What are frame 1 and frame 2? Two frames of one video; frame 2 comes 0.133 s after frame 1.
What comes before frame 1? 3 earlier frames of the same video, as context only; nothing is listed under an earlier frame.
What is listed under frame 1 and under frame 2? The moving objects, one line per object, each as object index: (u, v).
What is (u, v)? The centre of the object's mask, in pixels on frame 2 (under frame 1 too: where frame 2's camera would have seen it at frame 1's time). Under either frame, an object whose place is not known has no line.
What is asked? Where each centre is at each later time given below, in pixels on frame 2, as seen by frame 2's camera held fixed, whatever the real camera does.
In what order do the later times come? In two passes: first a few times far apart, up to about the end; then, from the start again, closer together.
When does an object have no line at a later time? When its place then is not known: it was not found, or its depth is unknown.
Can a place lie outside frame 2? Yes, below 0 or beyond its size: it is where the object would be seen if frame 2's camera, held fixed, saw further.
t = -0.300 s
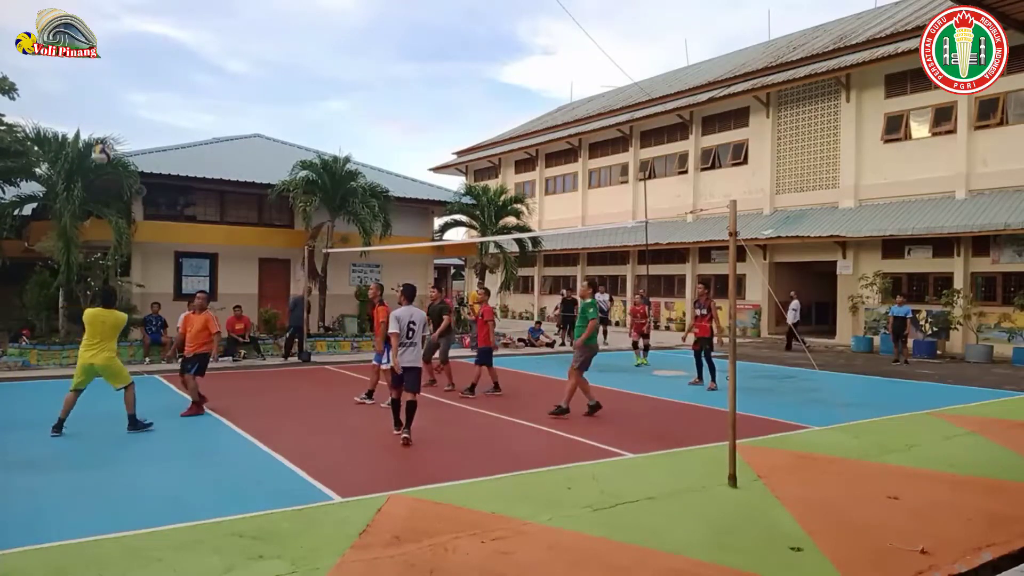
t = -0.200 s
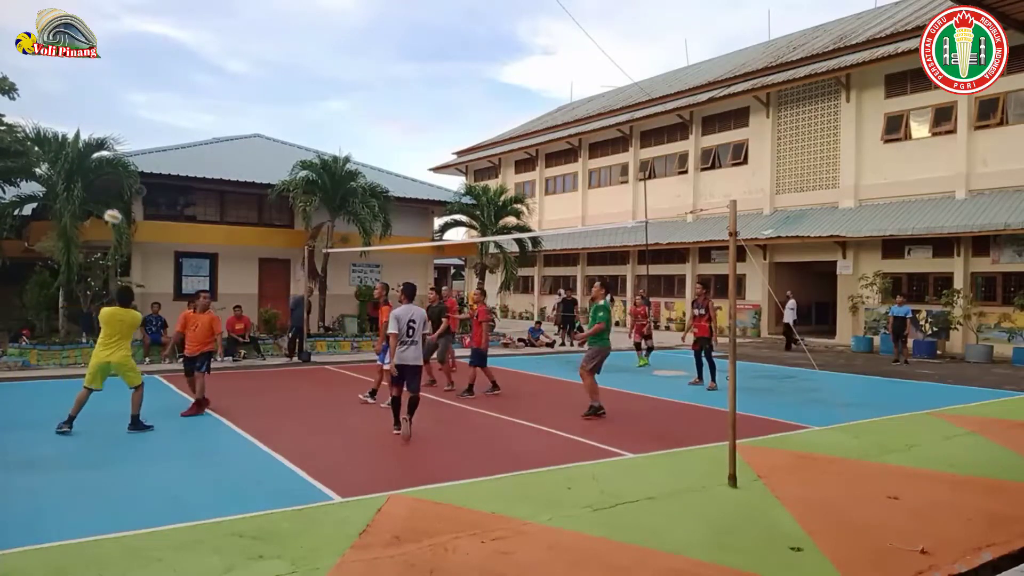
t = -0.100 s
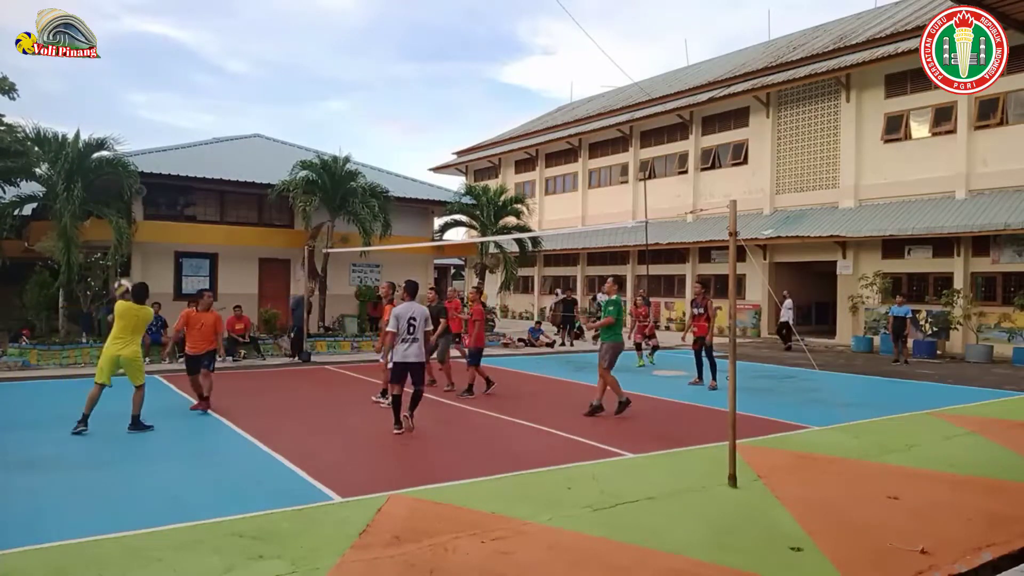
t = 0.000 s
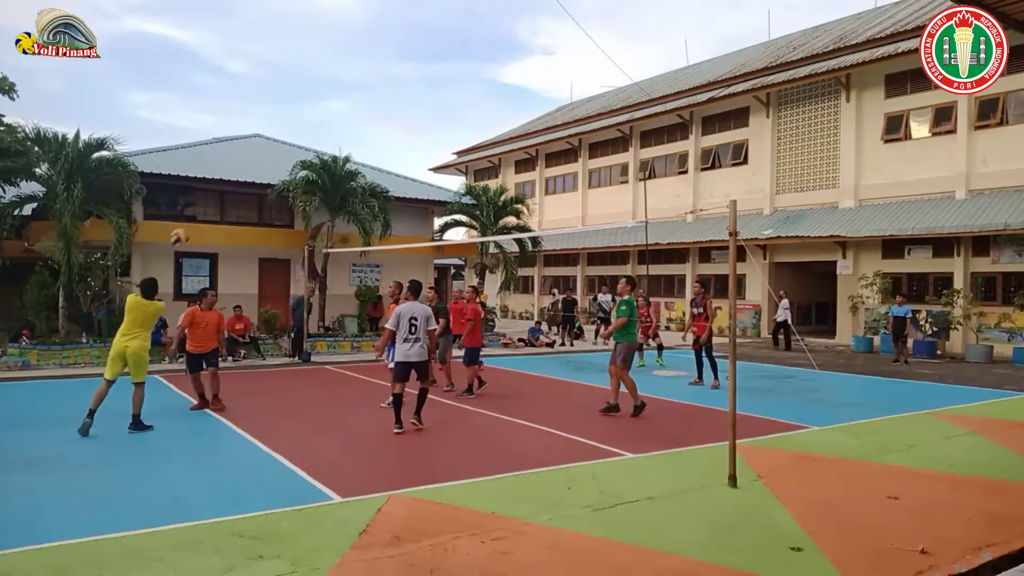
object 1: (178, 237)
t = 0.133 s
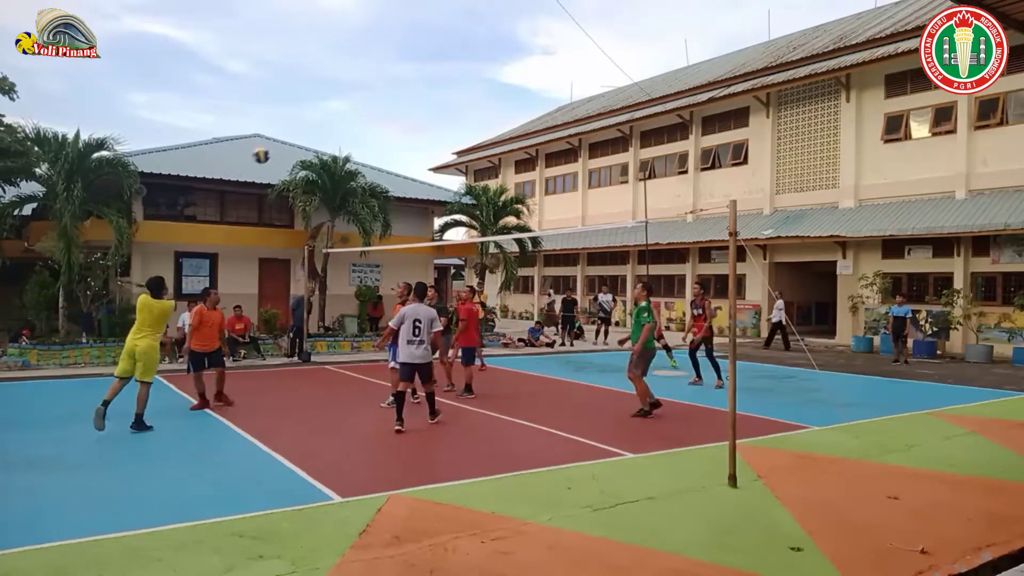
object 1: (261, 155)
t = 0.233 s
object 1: (315, 108)
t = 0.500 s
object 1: (437, 39)
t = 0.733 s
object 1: (523, 27)
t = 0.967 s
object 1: (592, 49)
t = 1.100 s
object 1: (626, 75)
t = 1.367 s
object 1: (683, 149)
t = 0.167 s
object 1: (279, 138)
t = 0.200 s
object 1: (297, 123)
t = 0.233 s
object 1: (315, 108)
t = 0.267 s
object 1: (332, 96)
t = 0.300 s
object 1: (348, 84)
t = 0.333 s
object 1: (364, 74)
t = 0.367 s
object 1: (380, 65)
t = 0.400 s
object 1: (395, 57)
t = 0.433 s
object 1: (409, 50)
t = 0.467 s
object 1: (423, 44)
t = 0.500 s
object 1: (437, 39)
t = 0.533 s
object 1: (451, 34)
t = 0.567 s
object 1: (463, 31)
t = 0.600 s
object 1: (476, 29)
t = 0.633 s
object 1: (488, 27)
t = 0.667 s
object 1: (500, 26)
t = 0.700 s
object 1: (511, 26)
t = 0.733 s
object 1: (523, 27)
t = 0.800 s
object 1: (544, 30)
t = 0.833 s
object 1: (554, 32)
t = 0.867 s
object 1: (564, 36)
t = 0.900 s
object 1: (573, 40)
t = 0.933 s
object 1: (583, 44)
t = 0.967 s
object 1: (592, 49)
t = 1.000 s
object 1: (601, 55)
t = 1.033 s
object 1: (609, 61)
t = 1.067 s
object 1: (617, 68)
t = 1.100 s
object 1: (626, 75)
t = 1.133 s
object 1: (633, 82)
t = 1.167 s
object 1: (641, 91)
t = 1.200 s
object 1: (648, 98)
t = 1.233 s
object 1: (655, 107)
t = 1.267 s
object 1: (662, 116)
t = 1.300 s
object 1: (669, 127)
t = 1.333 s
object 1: (676, 136)
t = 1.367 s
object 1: (683, 149)
